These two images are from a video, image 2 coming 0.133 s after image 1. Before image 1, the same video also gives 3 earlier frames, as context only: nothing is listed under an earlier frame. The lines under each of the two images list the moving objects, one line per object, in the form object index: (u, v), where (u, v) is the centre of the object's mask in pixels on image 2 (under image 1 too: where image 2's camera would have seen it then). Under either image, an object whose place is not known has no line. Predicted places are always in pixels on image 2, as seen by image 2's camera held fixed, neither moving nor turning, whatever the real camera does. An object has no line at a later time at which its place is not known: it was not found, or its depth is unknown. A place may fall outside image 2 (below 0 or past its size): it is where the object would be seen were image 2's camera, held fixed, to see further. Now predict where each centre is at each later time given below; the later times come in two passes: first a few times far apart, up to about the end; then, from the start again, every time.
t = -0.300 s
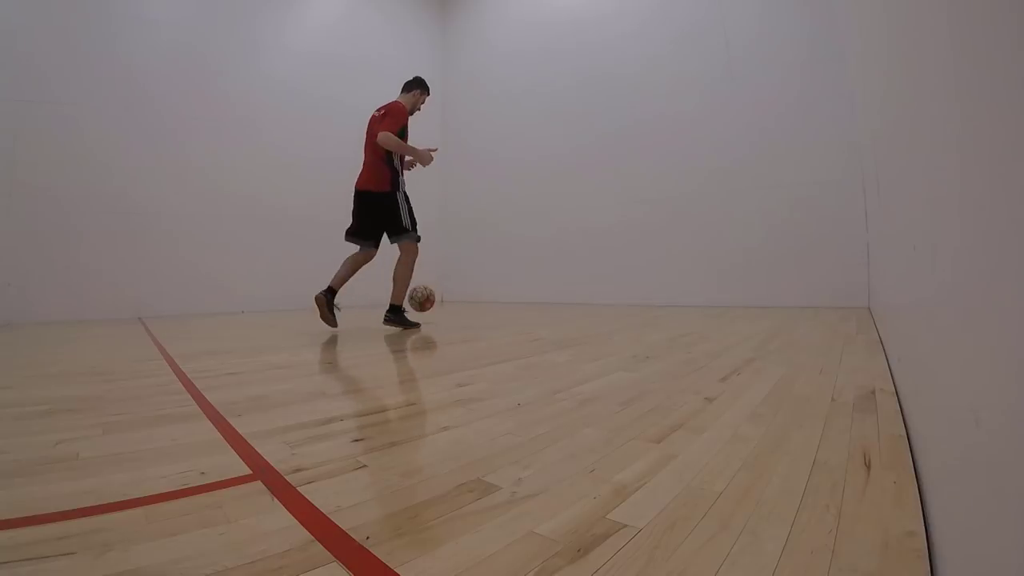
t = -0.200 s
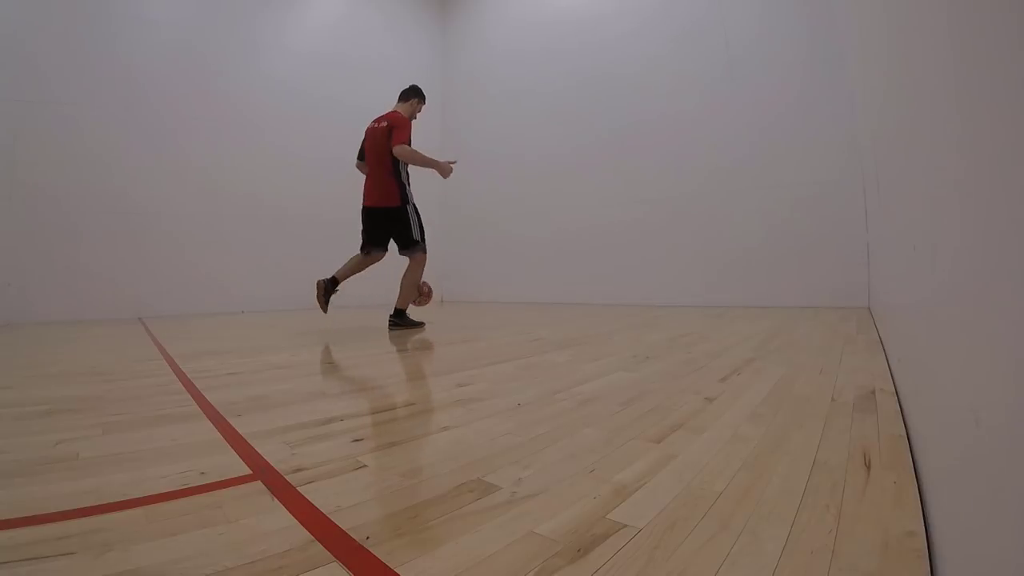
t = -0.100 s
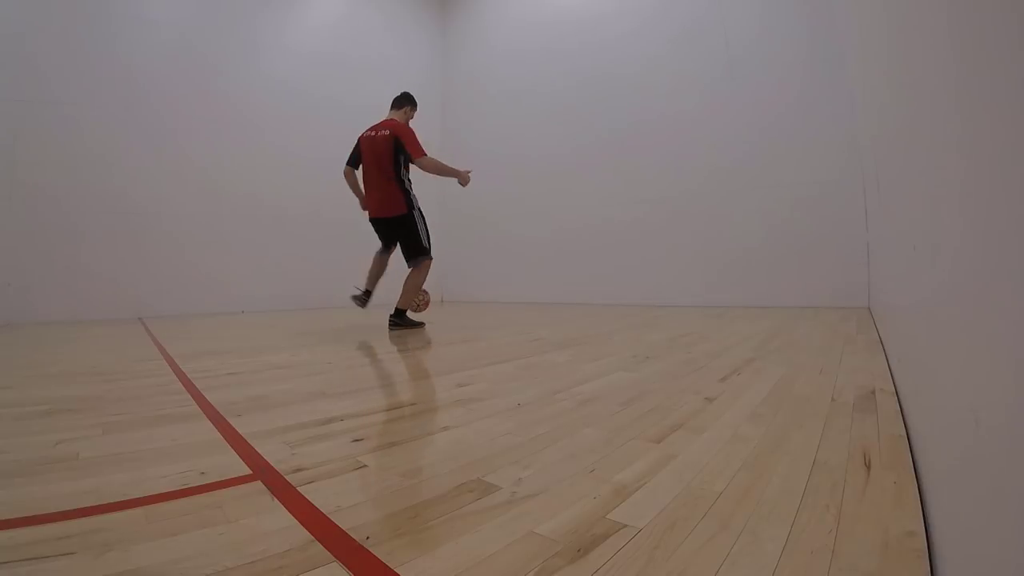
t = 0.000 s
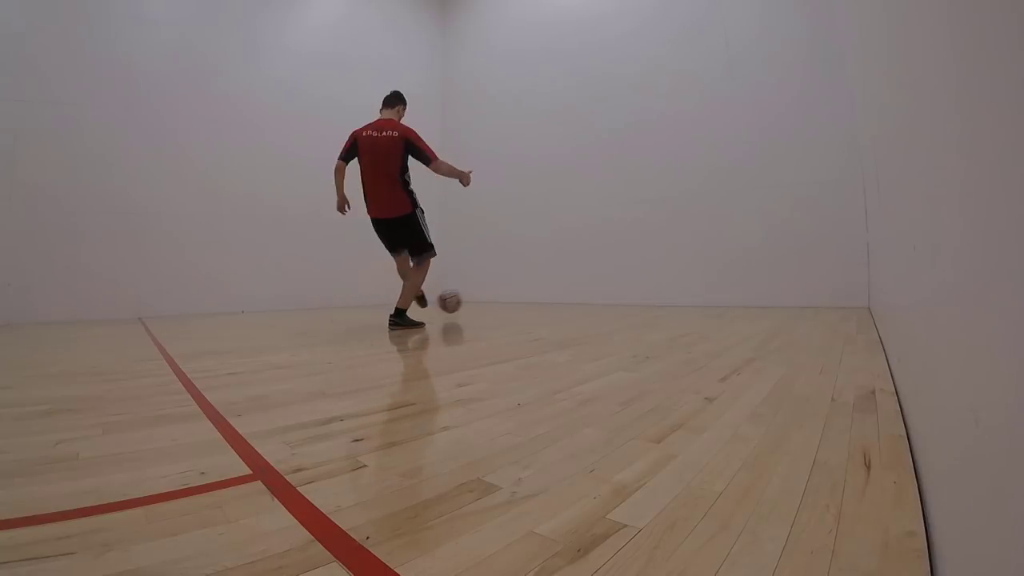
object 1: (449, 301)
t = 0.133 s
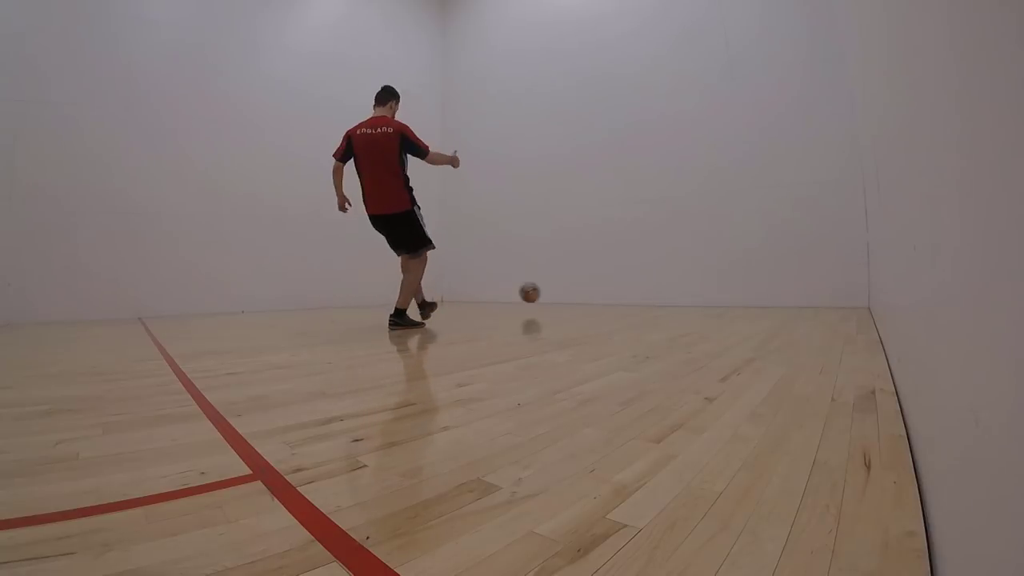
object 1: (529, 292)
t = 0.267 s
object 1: (587, 294)
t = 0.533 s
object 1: (539, 279)
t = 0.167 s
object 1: (546, 293)
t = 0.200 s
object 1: (561, 295)
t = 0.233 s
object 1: (576, 298)
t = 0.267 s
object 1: (587, 294)
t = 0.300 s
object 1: (598, 292)
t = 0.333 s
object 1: (592, 287)
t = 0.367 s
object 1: (584, 284)
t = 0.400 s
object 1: (576, 281)
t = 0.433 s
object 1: (568, 279)
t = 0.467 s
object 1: (559, 278)
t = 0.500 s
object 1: (549, 278)
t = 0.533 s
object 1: (539, 279)
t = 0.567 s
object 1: (529, 281)
